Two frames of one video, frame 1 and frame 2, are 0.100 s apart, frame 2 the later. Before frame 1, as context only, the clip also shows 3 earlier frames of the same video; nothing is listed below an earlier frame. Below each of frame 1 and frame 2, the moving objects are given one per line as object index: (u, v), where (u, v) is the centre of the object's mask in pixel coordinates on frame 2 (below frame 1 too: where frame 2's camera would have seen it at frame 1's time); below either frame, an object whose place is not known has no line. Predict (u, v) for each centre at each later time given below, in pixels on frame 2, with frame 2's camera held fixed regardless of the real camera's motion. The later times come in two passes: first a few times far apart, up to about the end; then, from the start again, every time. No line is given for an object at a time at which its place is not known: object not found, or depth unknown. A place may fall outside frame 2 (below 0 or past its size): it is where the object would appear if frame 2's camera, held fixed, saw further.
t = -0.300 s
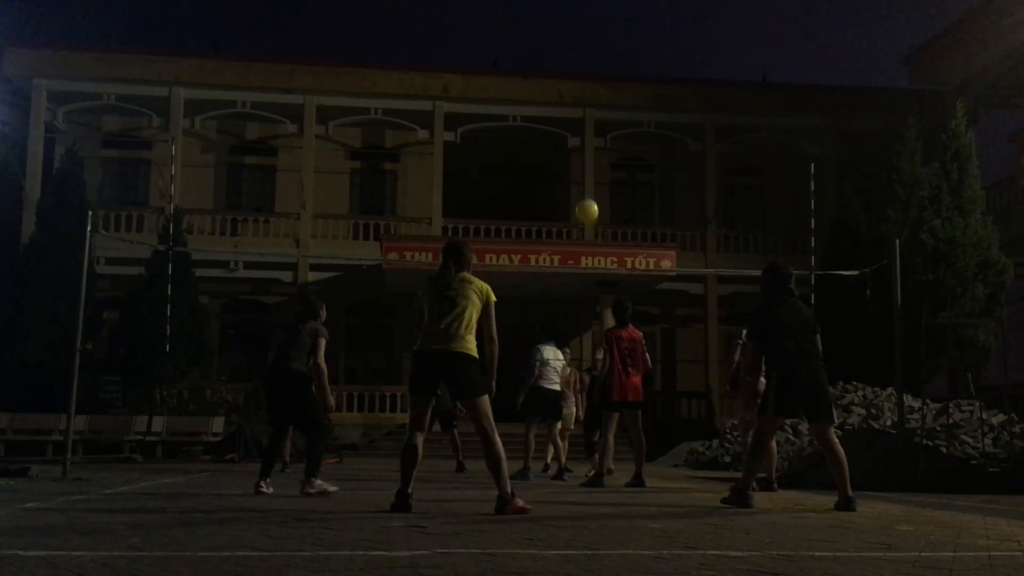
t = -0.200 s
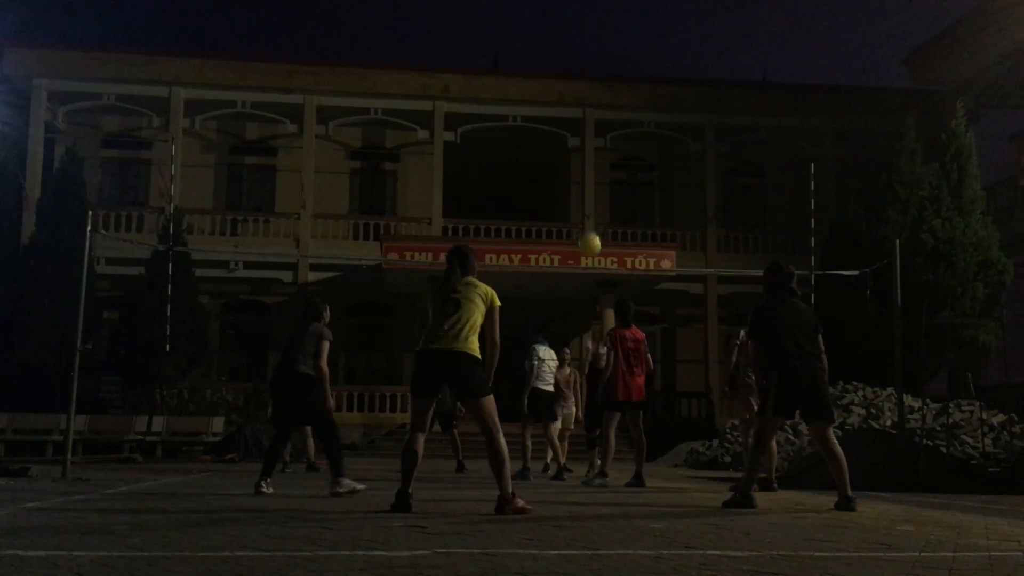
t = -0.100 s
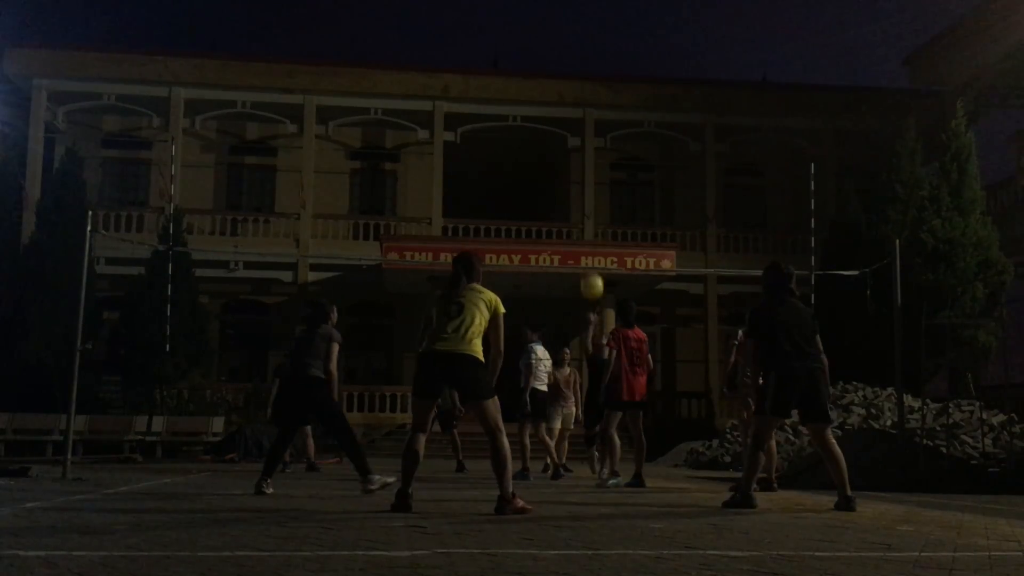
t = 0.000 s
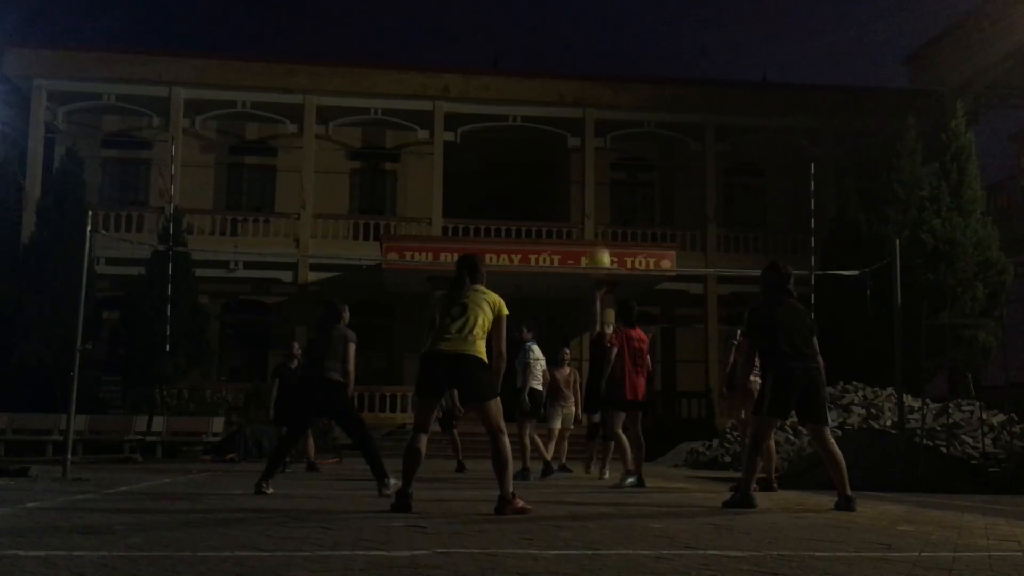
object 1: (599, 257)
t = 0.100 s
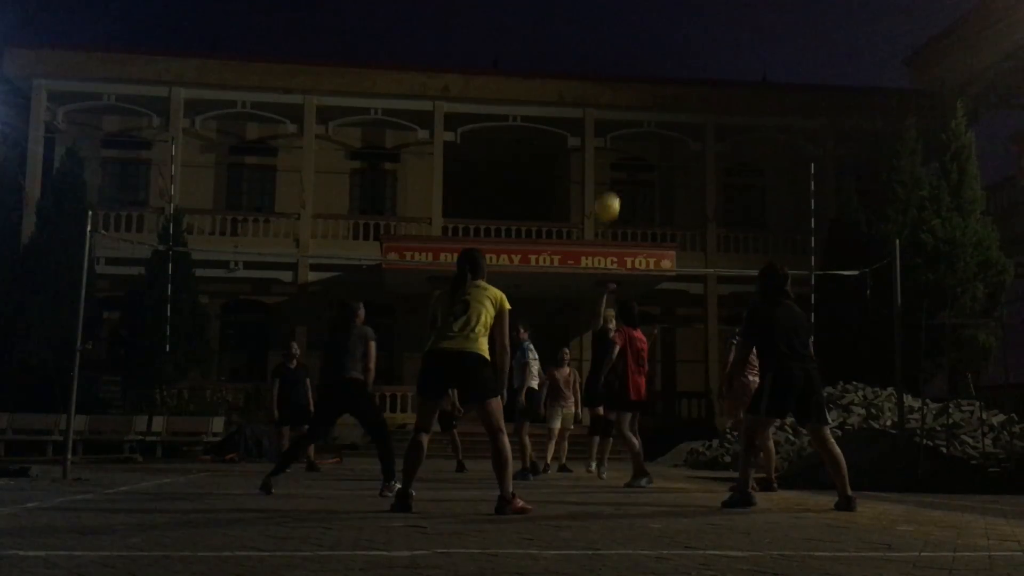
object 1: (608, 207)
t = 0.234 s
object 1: (618, 147)
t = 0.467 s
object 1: (641, 81)
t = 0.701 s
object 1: (668, 72)
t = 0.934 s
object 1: (706, 143)
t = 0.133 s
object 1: (610, 190)
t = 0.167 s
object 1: (613, 174)
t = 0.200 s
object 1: (616, 161)
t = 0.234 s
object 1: (618, 147)
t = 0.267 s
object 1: (621, 136)
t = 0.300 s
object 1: (624, 124)
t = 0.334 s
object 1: (627, 113)
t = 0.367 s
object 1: (630, 104)
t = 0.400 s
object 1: (634, 95)
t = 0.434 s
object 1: (637, 87)
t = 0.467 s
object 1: (641, 81)
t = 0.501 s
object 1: (644, 75)
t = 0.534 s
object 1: (648, 72)
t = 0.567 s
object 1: (652, 69)
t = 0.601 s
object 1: (655, 68)
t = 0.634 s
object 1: (659, 68)
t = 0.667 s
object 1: (664, 69)
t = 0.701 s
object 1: (668, 72)
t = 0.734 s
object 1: (672, 77)
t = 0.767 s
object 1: (677, 83)
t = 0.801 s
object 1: (682, 91)
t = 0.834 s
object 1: (687, 101)
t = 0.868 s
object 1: (693, 113)
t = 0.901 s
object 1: (699, 127)
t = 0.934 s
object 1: (706, 143)
